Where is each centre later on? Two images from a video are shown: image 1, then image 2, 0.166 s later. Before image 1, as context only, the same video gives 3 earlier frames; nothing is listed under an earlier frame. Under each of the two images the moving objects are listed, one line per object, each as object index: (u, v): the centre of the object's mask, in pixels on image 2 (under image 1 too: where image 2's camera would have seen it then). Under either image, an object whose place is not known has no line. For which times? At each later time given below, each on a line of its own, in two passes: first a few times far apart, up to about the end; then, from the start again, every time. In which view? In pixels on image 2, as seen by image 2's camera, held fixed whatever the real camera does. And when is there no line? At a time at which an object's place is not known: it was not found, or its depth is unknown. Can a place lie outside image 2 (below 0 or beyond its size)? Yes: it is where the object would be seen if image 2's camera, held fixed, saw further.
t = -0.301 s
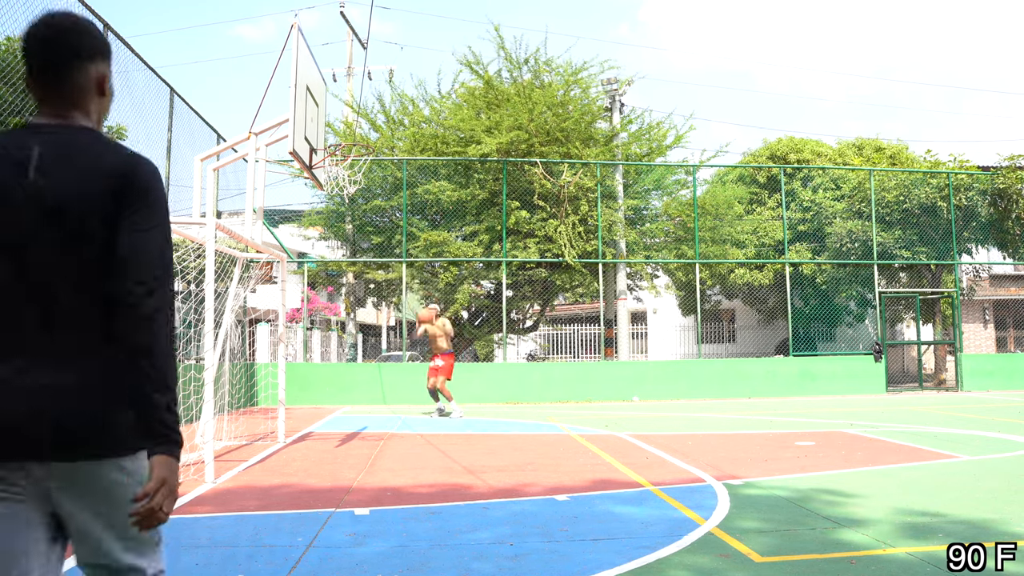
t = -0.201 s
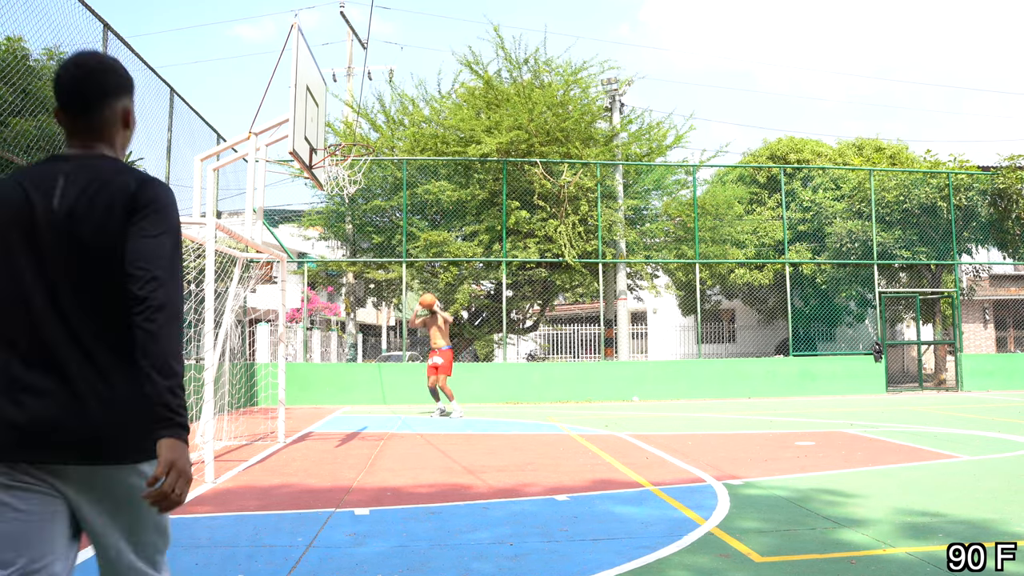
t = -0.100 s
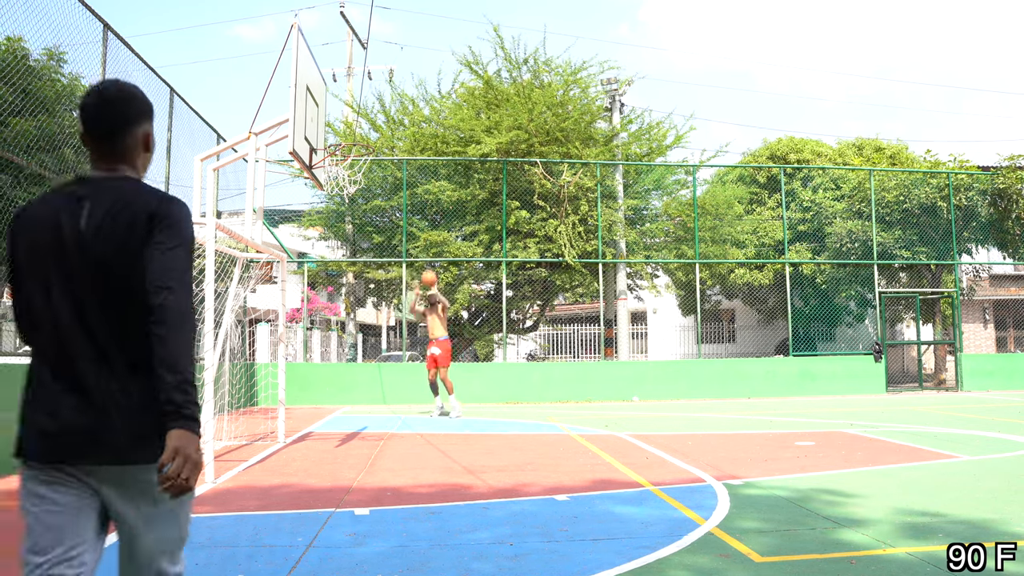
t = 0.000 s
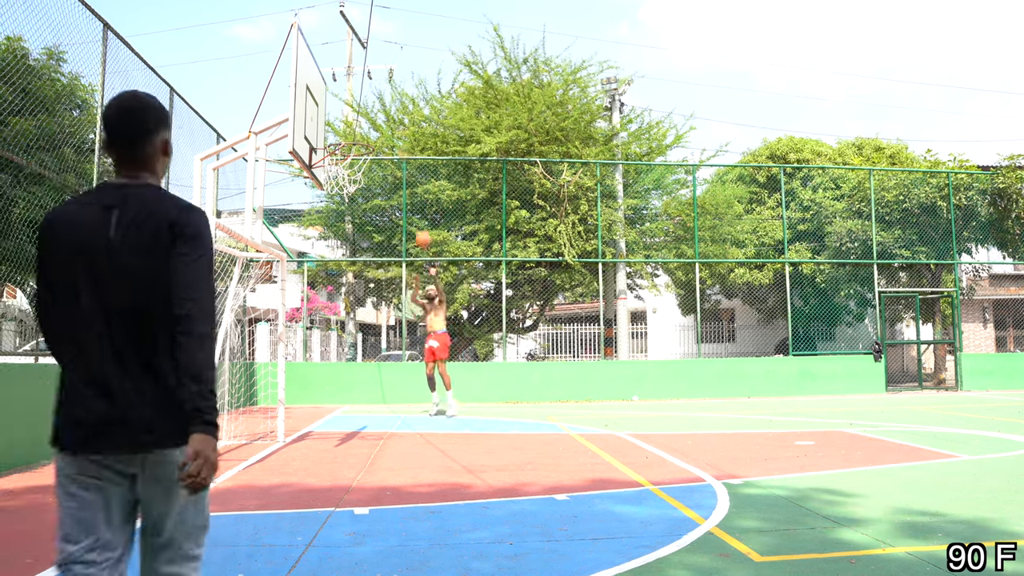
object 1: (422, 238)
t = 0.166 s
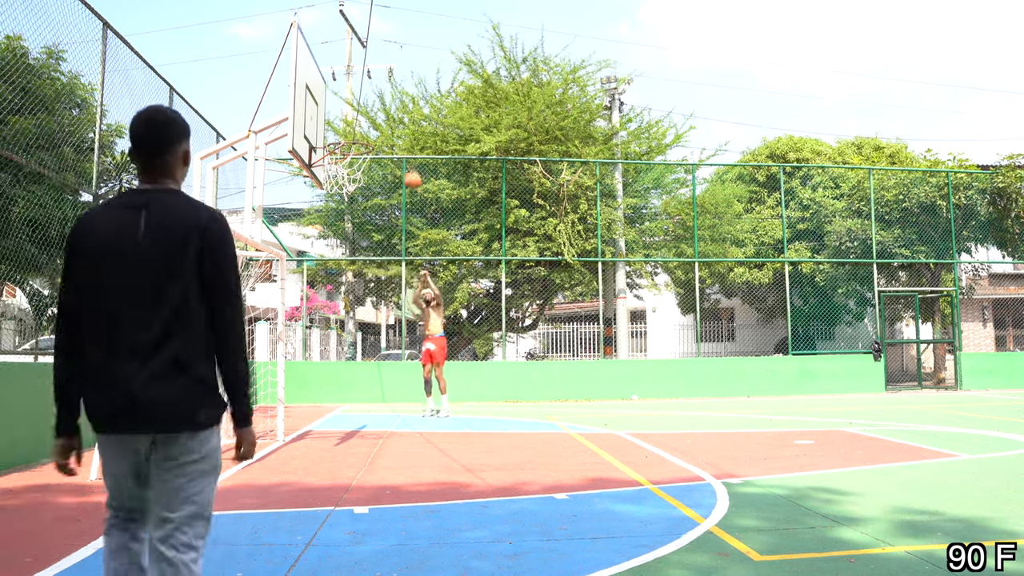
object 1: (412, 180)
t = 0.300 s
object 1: (404, 144)
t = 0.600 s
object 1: (381, 97)
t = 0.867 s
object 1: (355, 107)
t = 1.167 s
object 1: (362, 178)
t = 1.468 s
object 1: (385, 331)
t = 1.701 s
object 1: (402, 403)
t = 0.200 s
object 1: (410, 170)
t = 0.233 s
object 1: (408, 161)
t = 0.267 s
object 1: (406, 152)
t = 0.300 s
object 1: (404, 144)
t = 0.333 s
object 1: (401, 136)
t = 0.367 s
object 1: (400, 129)
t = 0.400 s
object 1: (397, 122)
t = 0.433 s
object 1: (394, 117)
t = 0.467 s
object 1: (392, 111)
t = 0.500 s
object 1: (390, 107)
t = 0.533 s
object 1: (387, 102)
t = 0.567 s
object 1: (384, 99)
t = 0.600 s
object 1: (381, 97)
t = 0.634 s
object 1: (378, 95)
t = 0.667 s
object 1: (375, 94)
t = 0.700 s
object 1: (372, 94)
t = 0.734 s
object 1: (369, 94)
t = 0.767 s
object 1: (366, 96)
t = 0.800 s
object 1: (363, 99)
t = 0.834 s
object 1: (359, 102)
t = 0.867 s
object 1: (355, 107)
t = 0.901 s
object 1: (351, 112)
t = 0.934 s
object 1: (348, 119)
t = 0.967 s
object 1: (342, 127)
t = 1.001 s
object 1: (338, 136)
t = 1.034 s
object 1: (340, 145)
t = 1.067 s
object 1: (351, 150)
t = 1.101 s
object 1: (358, 157)
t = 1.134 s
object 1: (359, 167)
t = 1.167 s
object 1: (362, 178)
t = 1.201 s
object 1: (365, 191)
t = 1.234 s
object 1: (367, 203)
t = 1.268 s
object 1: (369, 218)
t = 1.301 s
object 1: (372, 234)
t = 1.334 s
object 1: (375, 250)
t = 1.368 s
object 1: (377, 269)
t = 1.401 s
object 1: (380, 287)
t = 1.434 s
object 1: (382, 308)
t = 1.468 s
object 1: (385, 331)
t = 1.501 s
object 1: (388, 352)
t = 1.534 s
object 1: (390, 376)
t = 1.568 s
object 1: (393, 400)
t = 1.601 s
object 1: (396, 430)
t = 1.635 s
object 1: (399, 446)
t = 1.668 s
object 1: (400, 424)
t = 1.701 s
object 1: (402, 403)
